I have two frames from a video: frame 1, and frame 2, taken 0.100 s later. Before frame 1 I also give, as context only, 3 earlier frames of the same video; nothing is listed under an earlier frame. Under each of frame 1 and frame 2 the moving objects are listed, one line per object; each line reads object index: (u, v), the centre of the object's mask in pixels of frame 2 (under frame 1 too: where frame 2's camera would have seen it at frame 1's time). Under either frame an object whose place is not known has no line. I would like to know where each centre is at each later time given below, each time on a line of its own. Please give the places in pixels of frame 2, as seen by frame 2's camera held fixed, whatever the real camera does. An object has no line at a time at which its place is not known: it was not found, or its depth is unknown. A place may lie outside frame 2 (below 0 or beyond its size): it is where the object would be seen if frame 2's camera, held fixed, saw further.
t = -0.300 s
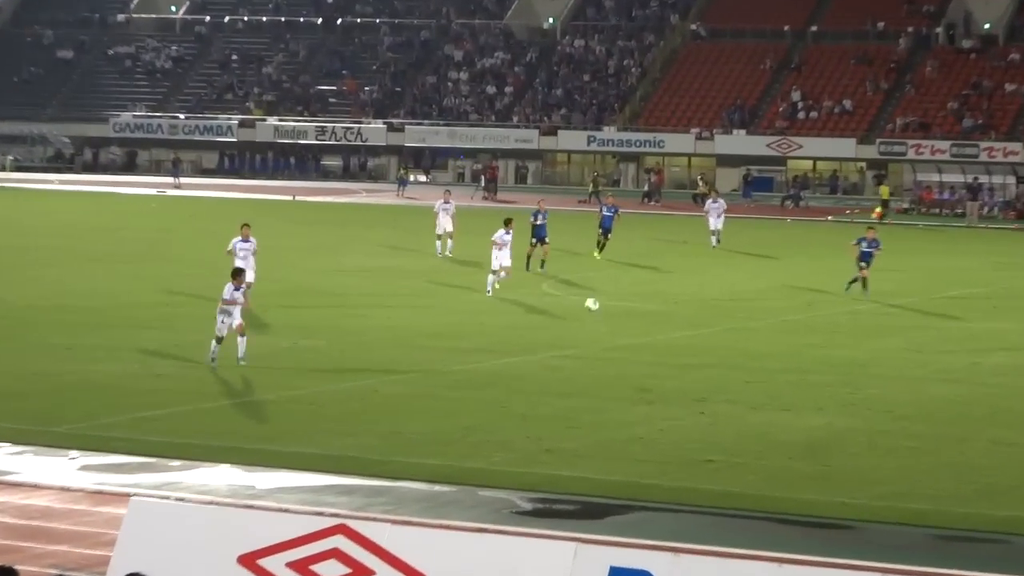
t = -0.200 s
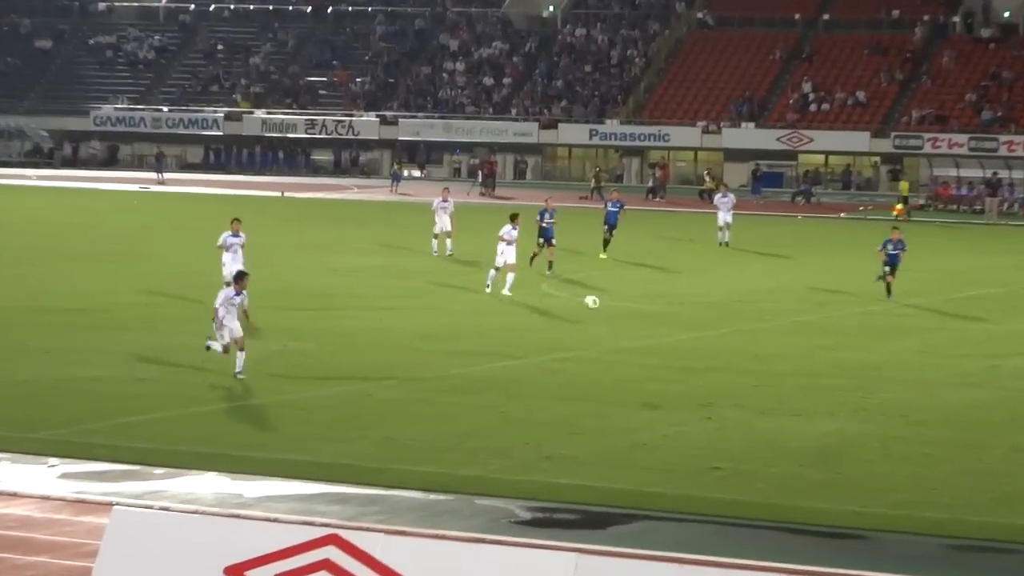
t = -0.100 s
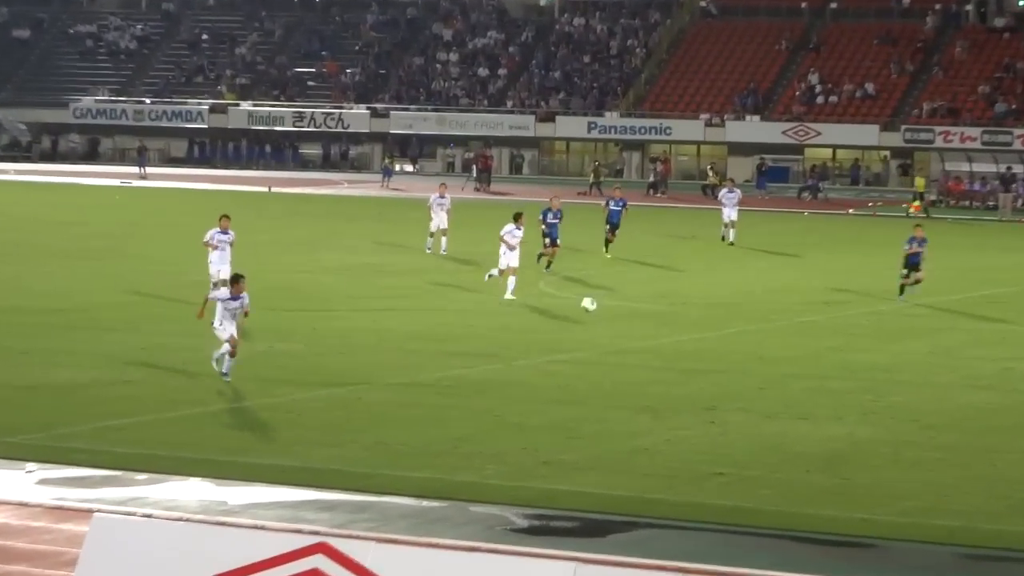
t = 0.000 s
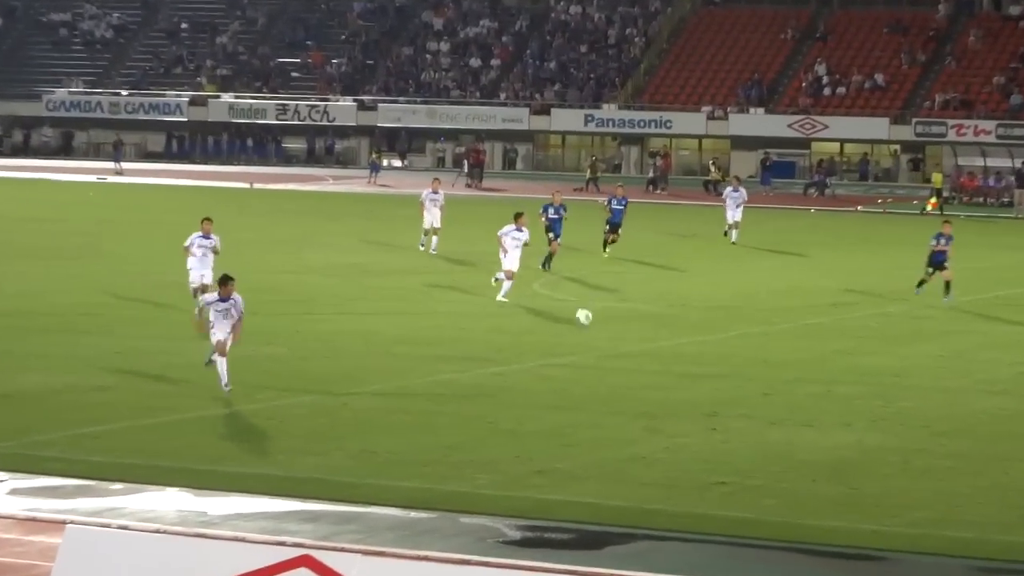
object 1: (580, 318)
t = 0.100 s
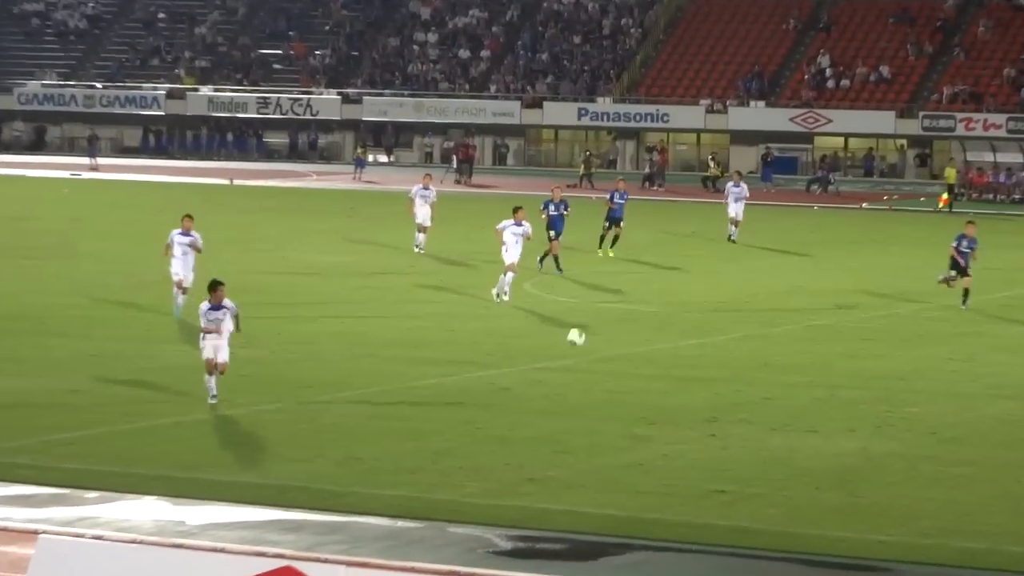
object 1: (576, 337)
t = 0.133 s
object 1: (575, 346)
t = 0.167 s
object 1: (574, 354)
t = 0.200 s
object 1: (574, 362)
